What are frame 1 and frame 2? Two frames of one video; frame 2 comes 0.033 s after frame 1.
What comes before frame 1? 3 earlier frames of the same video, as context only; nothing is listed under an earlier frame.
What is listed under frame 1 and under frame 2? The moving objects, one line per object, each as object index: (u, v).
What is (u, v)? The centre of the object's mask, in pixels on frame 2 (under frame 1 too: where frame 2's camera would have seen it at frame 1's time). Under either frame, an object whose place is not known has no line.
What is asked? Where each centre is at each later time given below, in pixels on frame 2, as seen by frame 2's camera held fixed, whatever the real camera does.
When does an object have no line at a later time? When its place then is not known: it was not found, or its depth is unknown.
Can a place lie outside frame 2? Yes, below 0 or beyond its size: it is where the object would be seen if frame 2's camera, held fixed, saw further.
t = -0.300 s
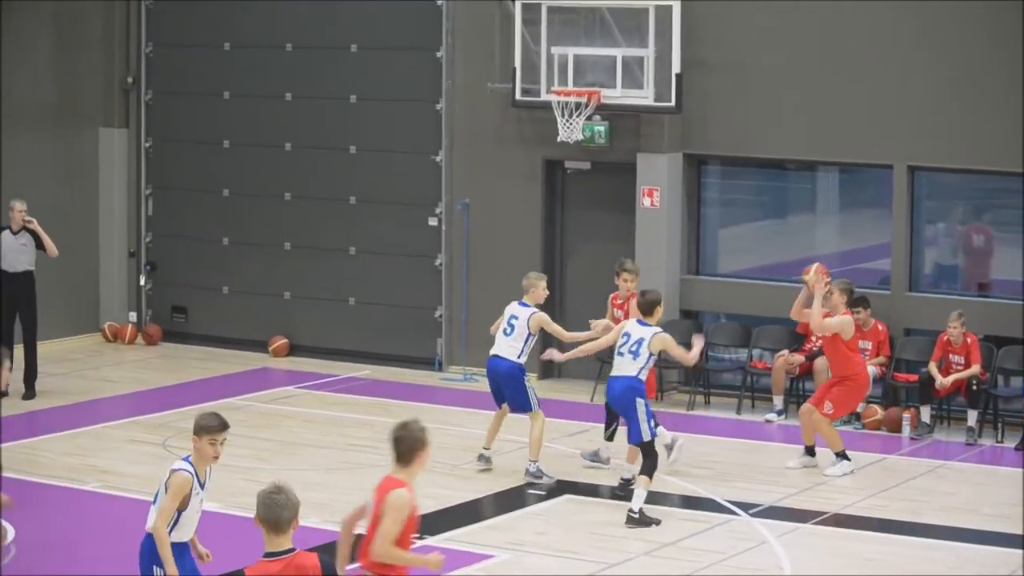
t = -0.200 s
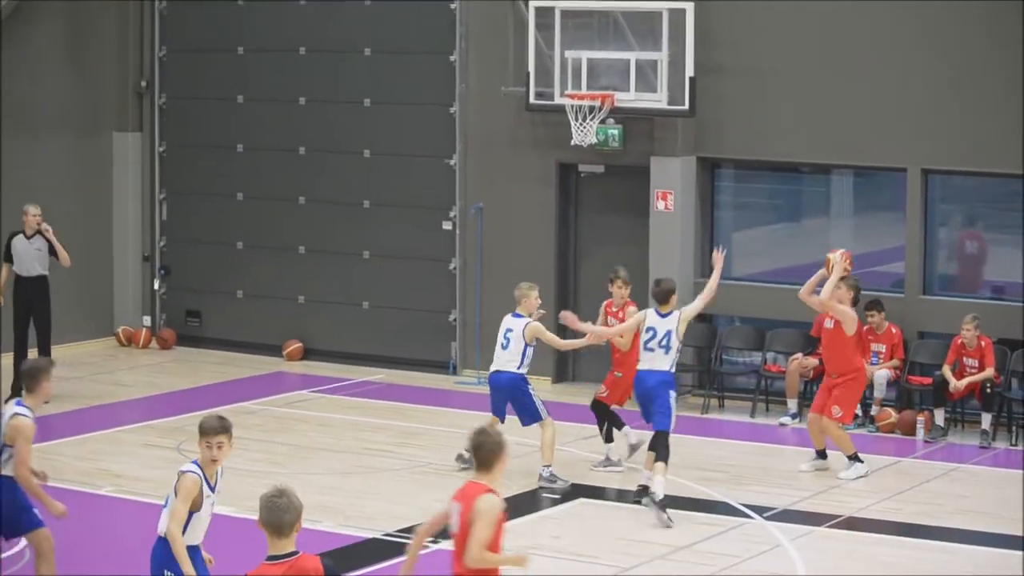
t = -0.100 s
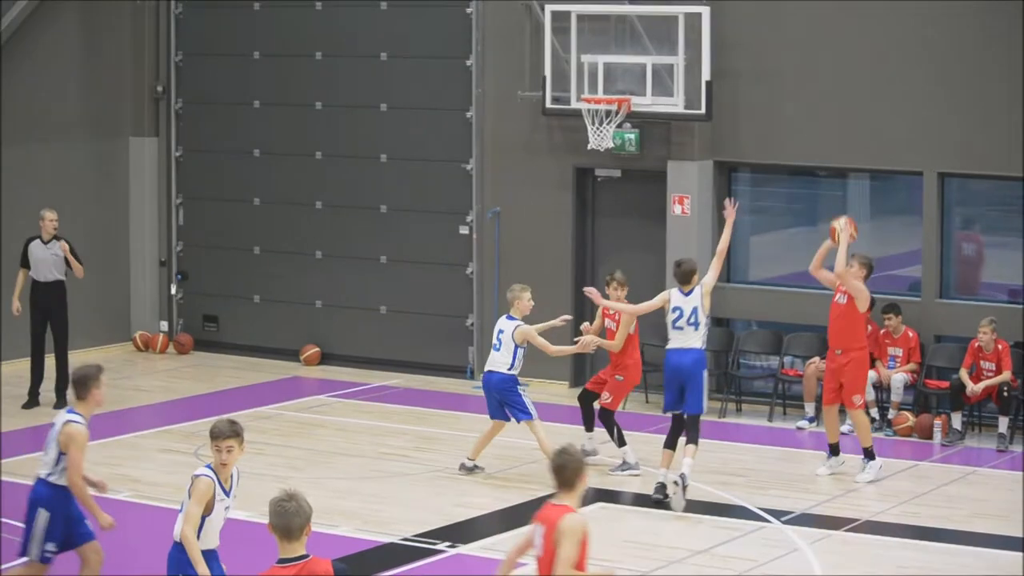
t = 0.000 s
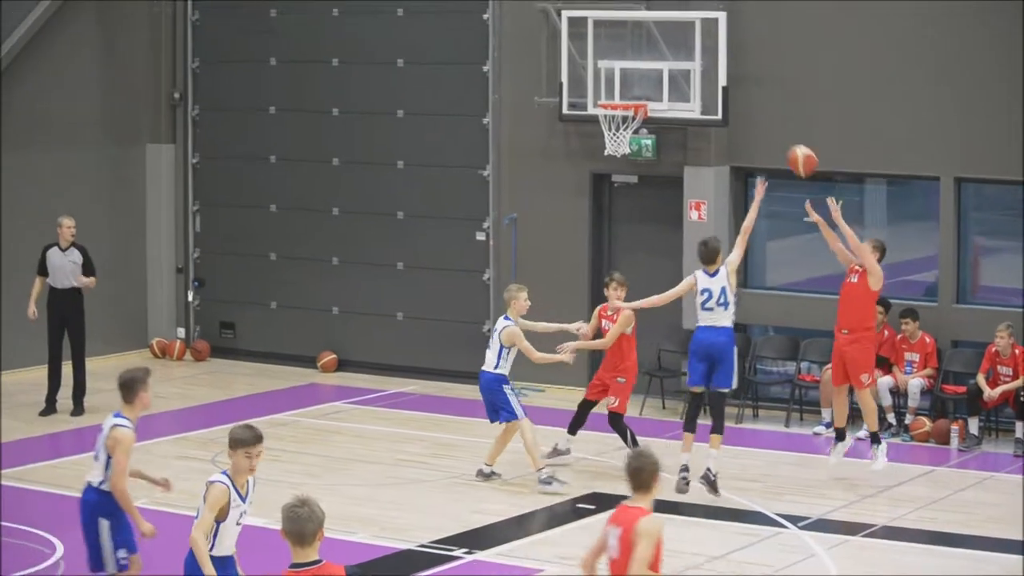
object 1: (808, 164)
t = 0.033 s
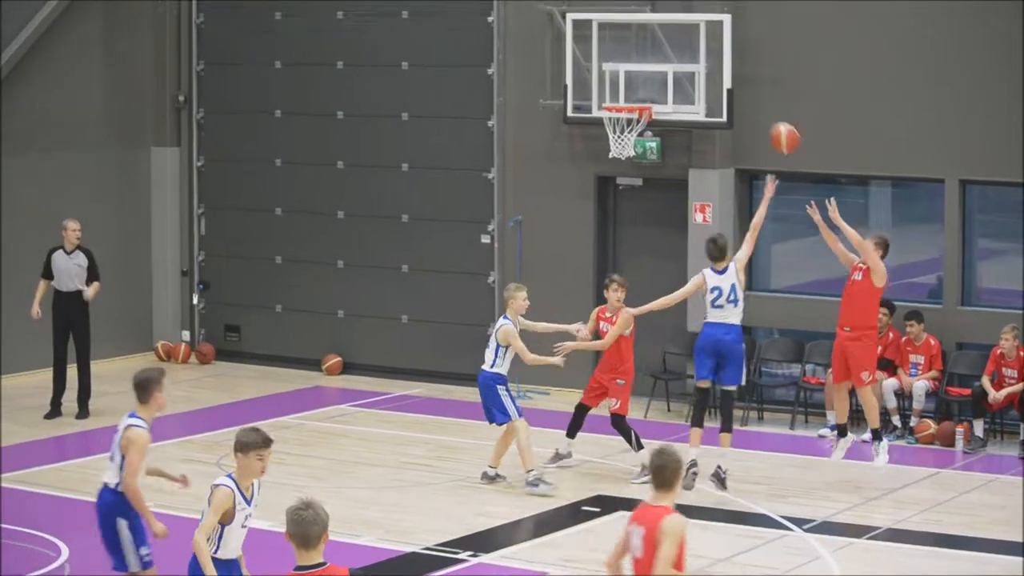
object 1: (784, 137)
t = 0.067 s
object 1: (761, 114)
